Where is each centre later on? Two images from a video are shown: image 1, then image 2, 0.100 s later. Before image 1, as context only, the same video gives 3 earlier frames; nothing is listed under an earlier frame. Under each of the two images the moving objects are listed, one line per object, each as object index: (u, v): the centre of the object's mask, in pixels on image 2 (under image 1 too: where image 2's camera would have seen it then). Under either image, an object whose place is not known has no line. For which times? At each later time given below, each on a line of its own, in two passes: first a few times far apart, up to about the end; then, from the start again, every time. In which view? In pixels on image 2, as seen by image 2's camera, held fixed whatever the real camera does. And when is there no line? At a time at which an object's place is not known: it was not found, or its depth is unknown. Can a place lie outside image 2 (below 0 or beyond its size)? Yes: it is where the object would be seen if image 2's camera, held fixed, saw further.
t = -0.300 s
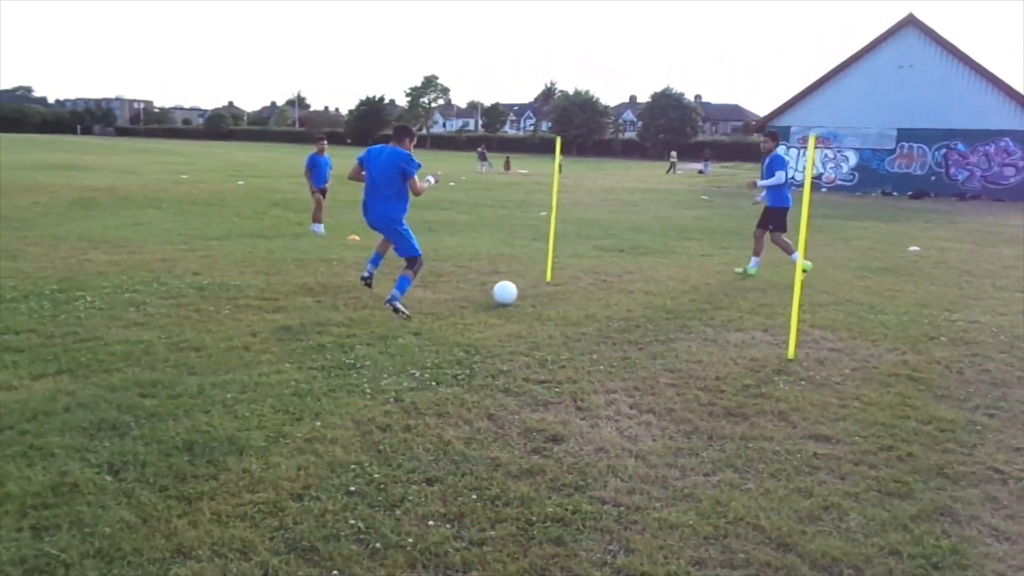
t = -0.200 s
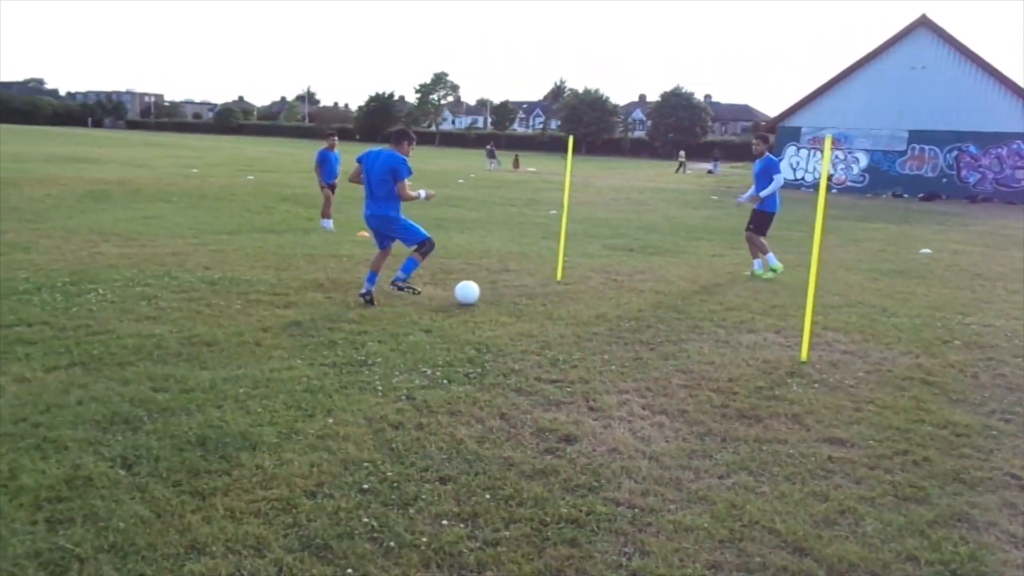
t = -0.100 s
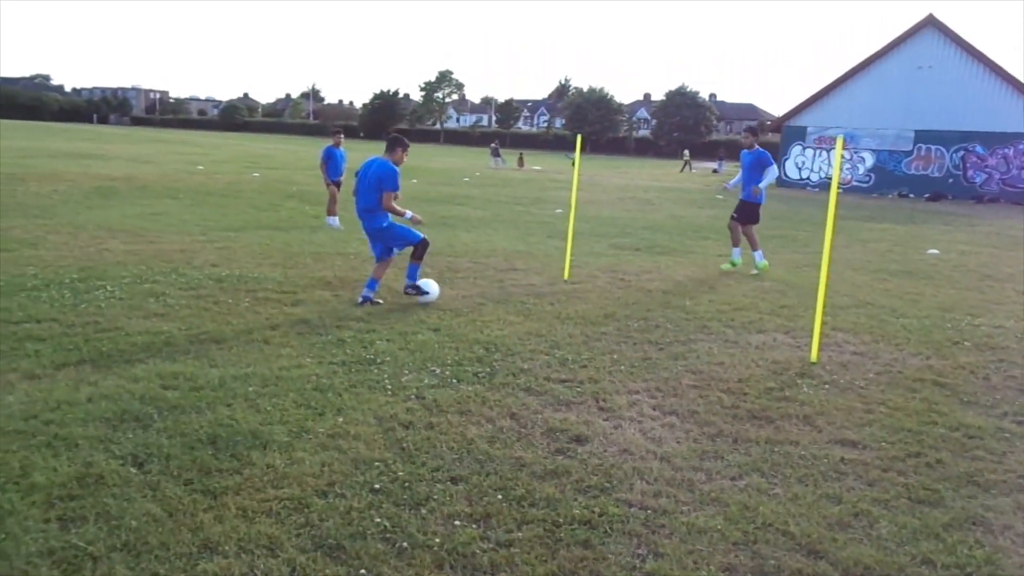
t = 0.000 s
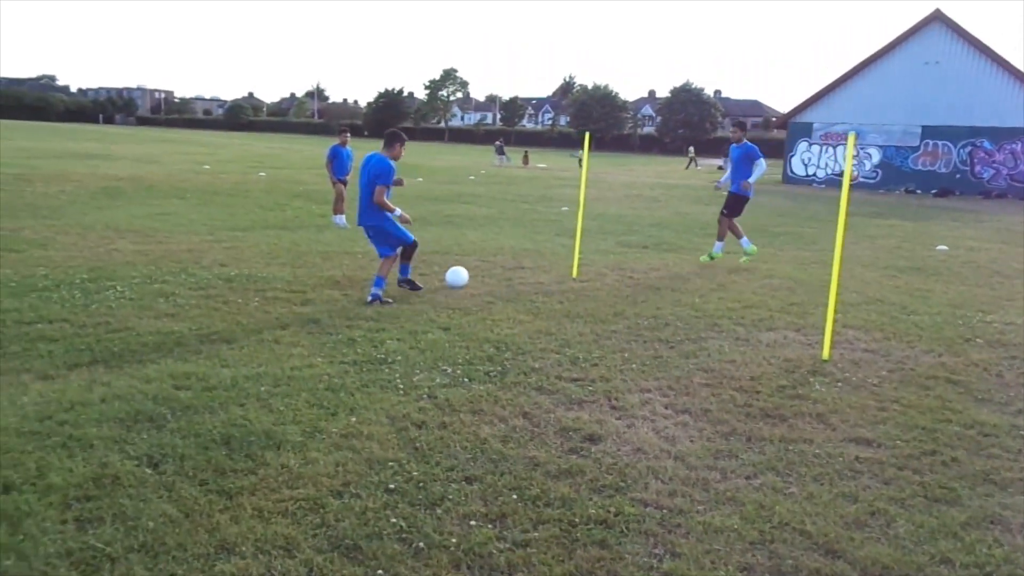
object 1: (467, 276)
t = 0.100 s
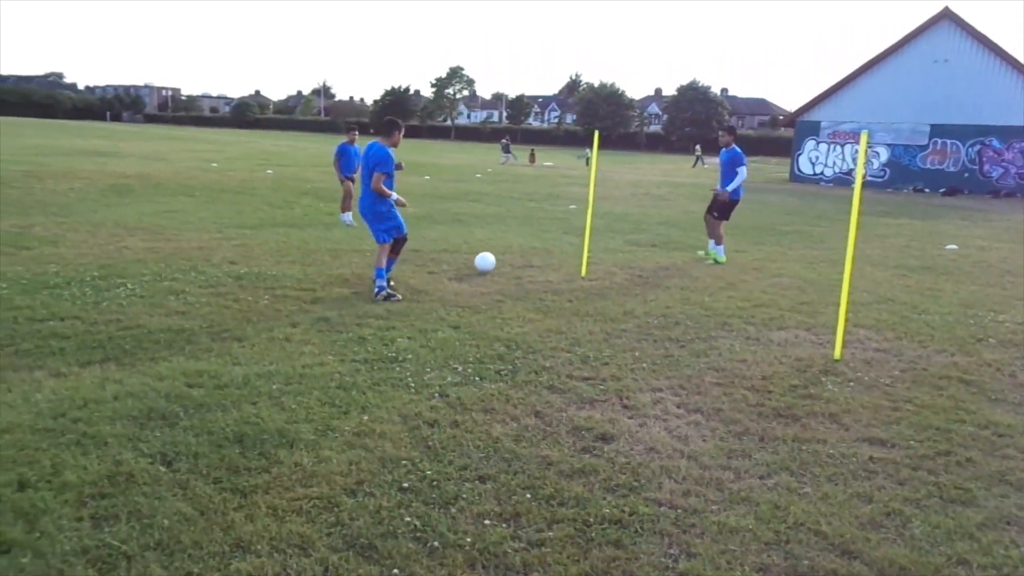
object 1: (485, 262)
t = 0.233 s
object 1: (503, 252)
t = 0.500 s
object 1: (523, 239)
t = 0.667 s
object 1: (531, 236)
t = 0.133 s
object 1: (490, 259)
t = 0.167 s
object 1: (495, 258)
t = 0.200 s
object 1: (499, 256)
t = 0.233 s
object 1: (503, 252)
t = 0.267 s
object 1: (507, 250)
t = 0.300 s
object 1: (509, 248)
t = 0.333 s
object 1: (512, 247)
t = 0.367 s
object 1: (515, 246)
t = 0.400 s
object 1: (518, 245)
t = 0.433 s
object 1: (520, 243)
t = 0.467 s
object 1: (521, 241)
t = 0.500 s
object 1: (523, 239)
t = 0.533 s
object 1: (525, 238)
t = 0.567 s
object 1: (527, 237)
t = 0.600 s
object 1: (528, 237)
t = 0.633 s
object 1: (530, 237)
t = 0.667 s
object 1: (531, 236)
